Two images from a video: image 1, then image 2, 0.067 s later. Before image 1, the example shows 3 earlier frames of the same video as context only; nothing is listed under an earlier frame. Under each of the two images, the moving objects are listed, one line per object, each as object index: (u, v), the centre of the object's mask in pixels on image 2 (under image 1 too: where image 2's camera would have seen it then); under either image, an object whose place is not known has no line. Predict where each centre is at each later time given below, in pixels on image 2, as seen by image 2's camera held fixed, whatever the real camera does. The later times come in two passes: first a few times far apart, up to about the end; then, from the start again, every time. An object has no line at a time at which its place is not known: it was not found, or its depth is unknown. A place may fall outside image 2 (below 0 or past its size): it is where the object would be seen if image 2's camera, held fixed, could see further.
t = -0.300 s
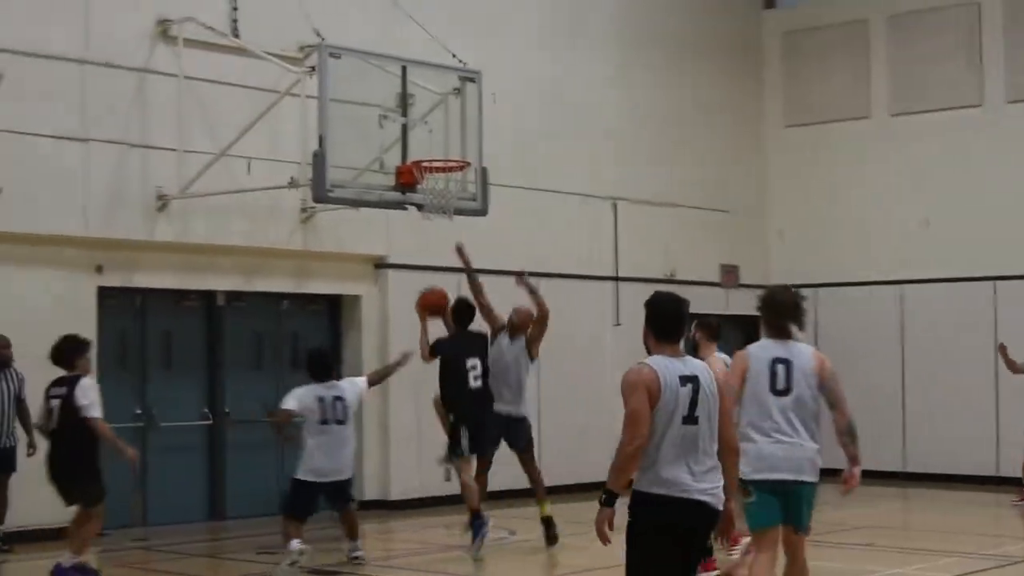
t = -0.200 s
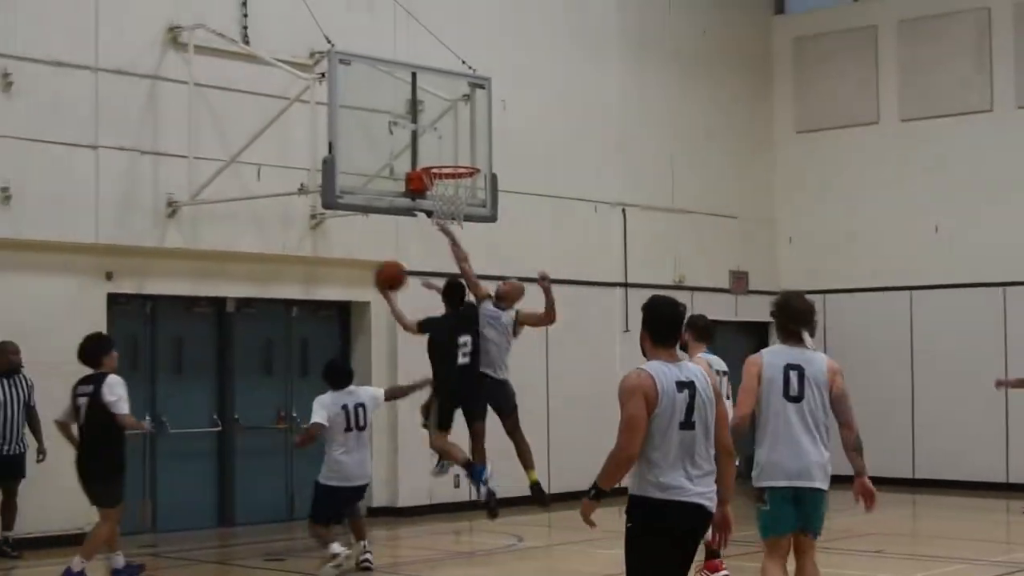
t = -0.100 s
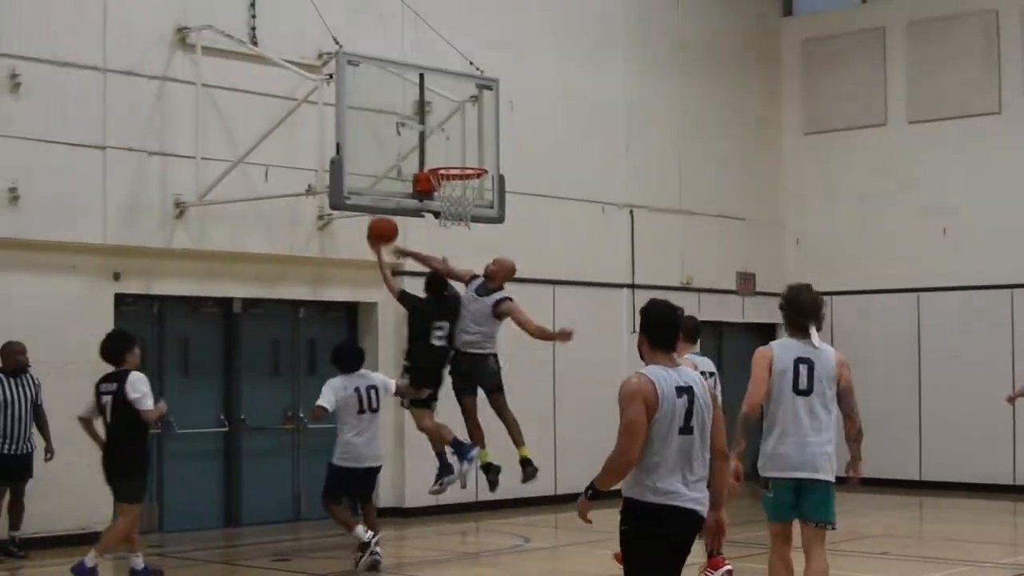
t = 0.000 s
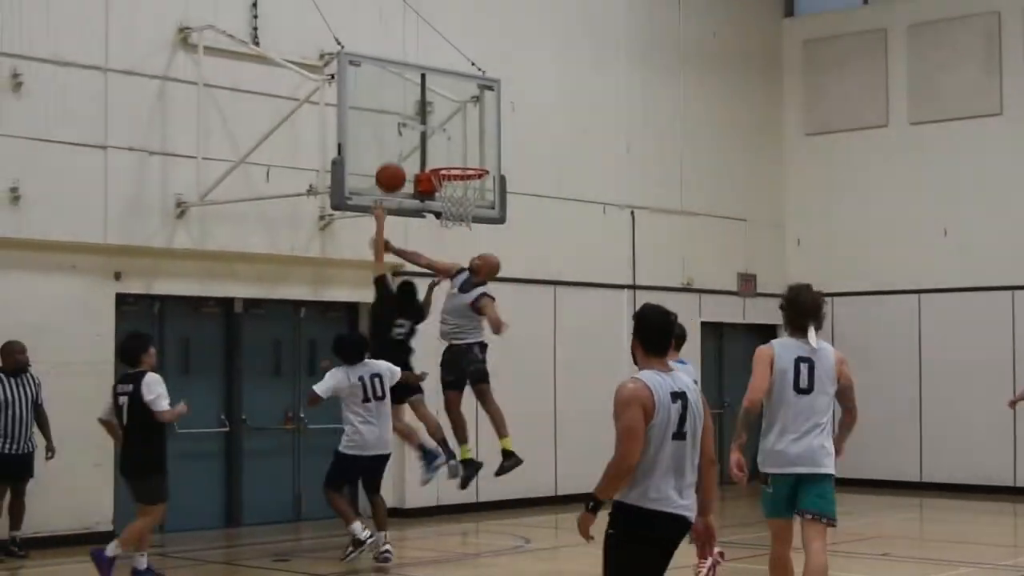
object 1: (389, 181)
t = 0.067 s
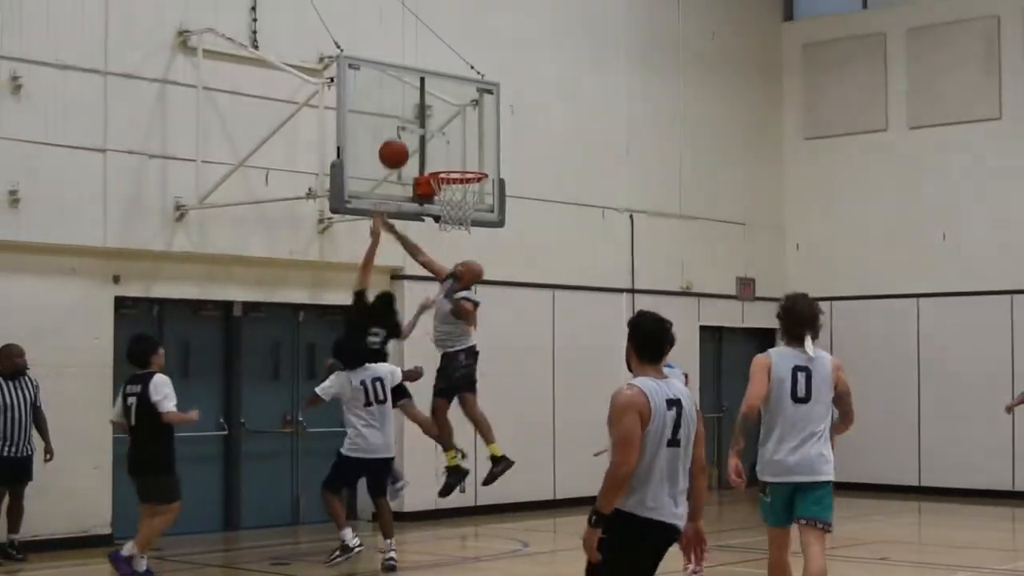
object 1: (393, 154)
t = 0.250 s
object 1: (404, 108)
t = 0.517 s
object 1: (427, 113)
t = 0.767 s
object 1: (460, 189)
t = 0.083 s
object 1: (394, 148)
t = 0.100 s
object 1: (396, 142)
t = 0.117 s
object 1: (397, 137)
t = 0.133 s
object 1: (398, 132)
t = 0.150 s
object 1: (398, 128)
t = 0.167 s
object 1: (399, 123)
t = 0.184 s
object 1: (400, 120)
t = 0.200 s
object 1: (402, 116)
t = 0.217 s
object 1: (402, 114)
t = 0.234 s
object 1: (403, 111)
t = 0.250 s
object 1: (404, 108)
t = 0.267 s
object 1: (405, 106)
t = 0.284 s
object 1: (406, 105)
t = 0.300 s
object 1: (407, 103)
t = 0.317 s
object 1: (408, 103)
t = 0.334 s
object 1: (409, 102)
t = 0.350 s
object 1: (410, 102)
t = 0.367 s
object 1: (411, 102)
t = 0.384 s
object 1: (412, 102)
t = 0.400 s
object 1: (413, 103)
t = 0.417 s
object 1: (414, 103)
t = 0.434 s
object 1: (416, 104)
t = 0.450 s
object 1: (418, 105)
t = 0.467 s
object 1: (421, 106)
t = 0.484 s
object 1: (423, 108)
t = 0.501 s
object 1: (425, 111)
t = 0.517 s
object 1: (427, 113)
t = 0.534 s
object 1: (429, 115)
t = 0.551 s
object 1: (430, 118)
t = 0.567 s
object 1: (433, 121)
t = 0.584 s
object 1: (436, 126)
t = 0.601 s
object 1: (438, 130)
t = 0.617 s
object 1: (440, 134)
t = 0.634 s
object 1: (443, 139)
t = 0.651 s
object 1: (445, 144)
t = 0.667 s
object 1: (447, 149)
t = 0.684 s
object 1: (449, 155)
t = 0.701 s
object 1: (451, 160)
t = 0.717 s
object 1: (453, 163)
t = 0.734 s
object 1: (455, 166)
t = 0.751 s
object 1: (457, 182)
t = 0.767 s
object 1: (460, 189)
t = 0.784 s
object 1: (462, 195)
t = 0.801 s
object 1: (464, 204)
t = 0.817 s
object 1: (465, 209)
